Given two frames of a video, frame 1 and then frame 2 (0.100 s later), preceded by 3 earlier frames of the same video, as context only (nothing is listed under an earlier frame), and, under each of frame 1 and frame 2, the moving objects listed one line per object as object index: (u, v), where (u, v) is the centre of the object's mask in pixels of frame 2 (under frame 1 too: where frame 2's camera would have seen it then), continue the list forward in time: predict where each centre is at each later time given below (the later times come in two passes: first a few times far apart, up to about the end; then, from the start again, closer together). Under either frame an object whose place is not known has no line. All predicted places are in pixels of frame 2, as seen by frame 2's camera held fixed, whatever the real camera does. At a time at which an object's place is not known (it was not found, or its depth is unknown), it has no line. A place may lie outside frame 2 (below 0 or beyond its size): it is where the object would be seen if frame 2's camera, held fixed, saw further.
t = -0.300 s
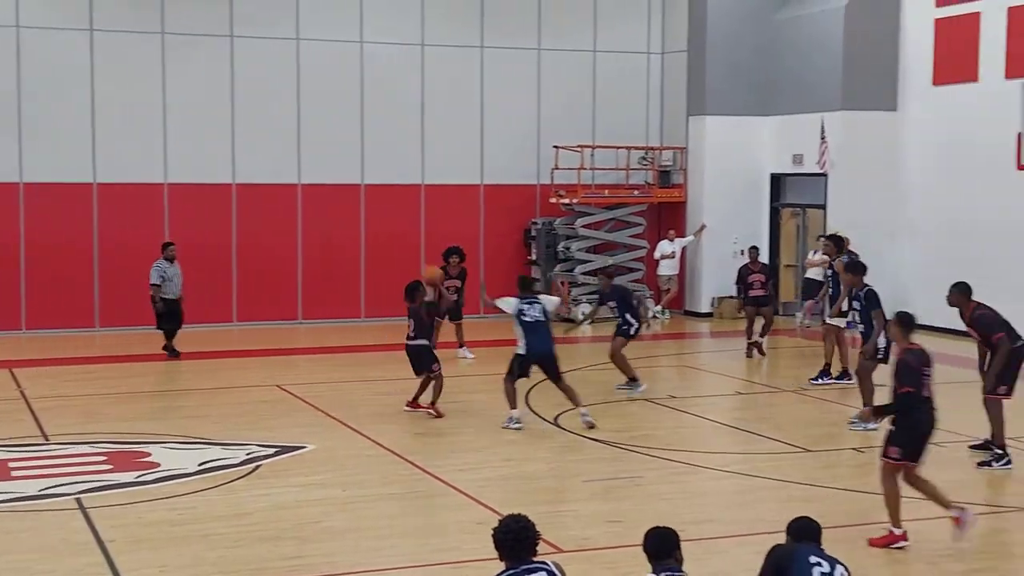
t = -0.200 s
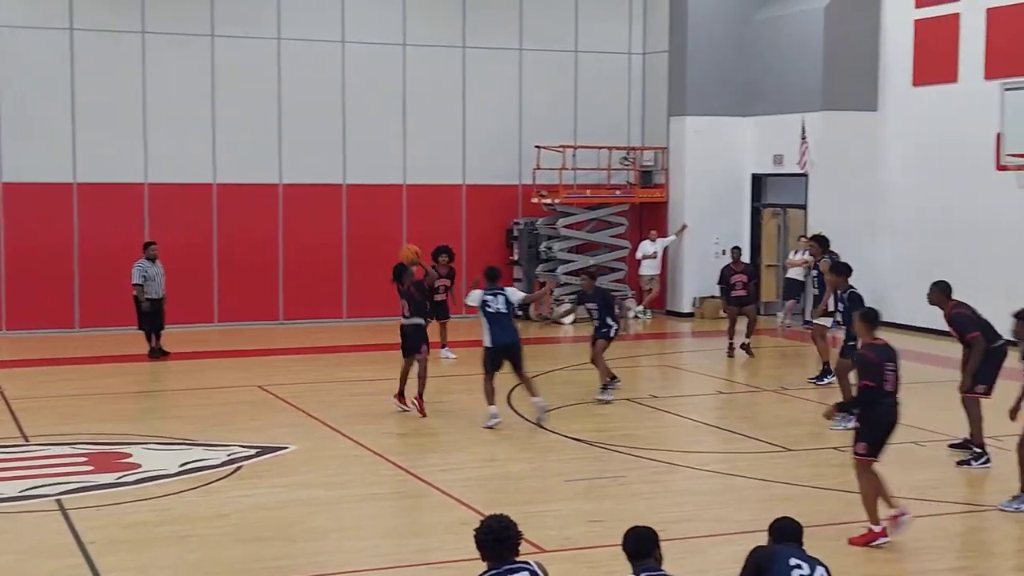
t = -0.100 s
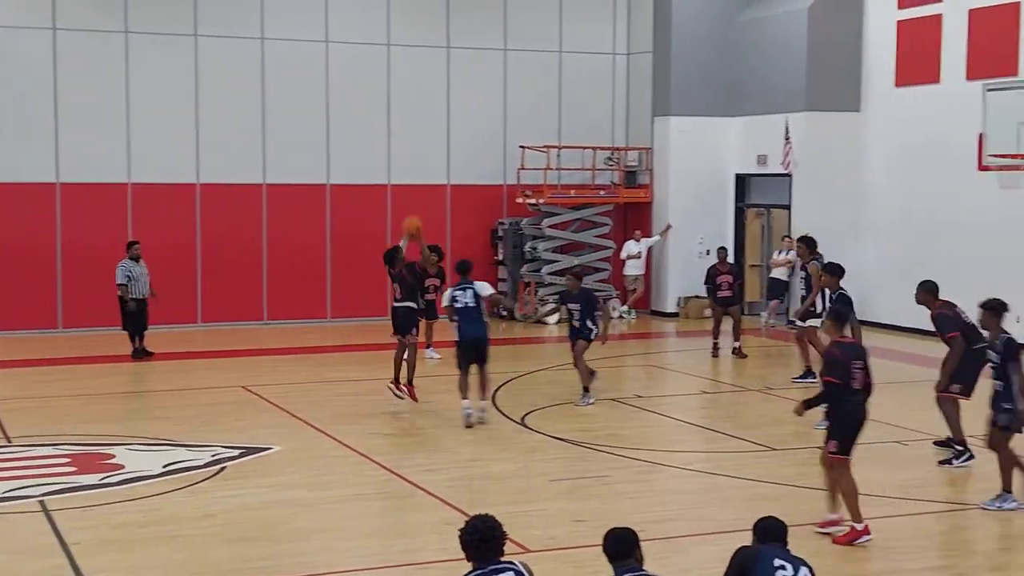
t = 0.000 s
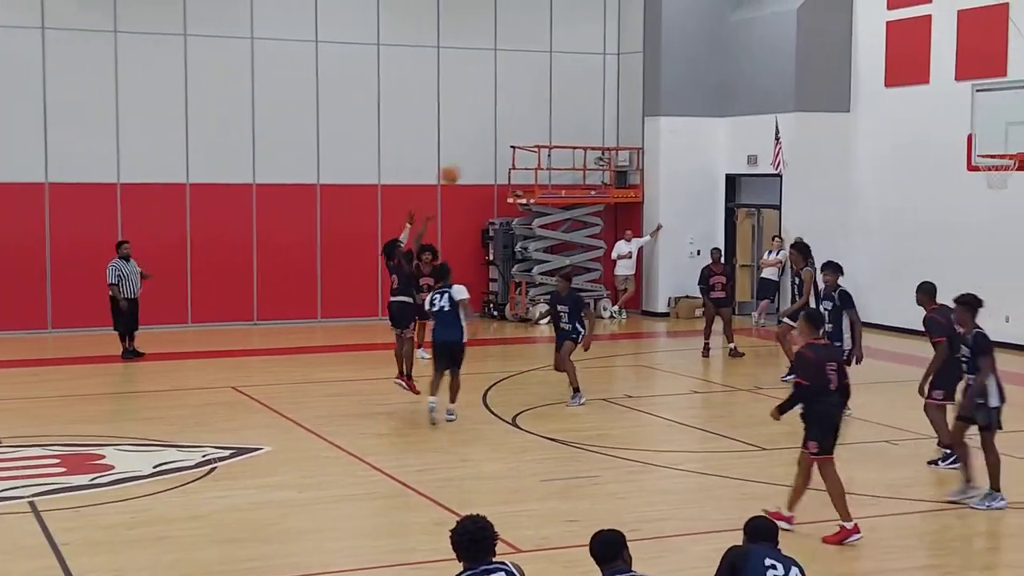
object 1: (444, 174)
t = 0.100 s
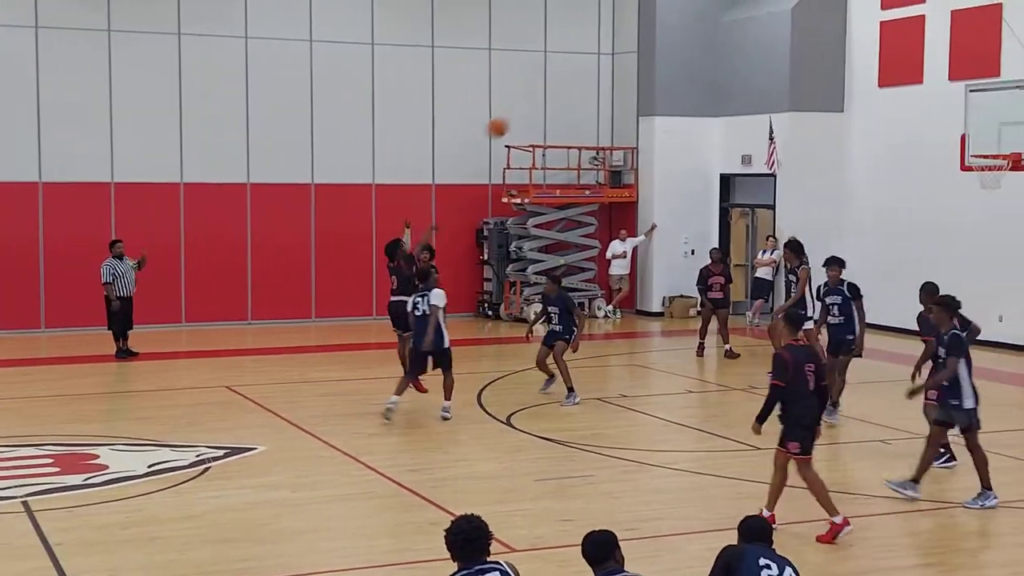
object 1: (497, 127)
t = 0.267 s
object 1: (586, 68)
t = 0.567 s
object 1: (736, 22)
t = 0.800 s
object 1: (845, 35)
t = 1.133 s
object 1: (988, 126)
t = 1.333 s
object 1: (966, 137)
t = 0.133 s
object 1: (515, 114)
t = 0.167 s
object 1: (533, 101)
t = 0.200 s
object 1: (551, 89)
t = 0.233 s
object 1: (568, 79)
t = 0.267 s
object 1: (586, 68)
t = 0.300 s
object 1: (603, 60)
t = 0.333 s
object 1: (621, 51)
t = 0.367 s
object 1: (638, 44)
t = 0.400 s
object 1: (655, 37)
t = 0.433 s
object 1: (672, 32)
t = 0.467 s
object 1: (687, 28)
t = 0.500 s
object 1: (705, 25)
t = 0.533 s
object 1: (721, 23)
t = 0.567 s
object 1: (736, 22)
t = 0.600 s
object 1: (753, 21)
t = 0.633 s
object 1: (769, 21)
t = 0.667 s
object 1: (785, 22)
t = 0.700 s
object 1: (801, 24)
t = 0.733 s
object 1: (815, 27)
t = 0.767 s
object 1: (830, 30)
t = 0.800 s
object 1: (845, 35)
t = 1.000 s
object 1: (933, 80)
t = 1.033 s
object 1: (947, 90)
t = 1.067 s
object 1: (961, 101)
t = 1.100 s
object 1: (975, 113)
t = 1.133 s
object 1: (988, 126)
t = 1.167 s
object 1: (999, 138)
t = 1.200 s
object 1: (990, 146)
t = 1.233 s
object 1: (983, 147)
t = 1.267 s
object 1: (976, 146)
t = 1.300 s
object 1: (971, 142)
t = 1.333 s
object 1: (966, 137)
